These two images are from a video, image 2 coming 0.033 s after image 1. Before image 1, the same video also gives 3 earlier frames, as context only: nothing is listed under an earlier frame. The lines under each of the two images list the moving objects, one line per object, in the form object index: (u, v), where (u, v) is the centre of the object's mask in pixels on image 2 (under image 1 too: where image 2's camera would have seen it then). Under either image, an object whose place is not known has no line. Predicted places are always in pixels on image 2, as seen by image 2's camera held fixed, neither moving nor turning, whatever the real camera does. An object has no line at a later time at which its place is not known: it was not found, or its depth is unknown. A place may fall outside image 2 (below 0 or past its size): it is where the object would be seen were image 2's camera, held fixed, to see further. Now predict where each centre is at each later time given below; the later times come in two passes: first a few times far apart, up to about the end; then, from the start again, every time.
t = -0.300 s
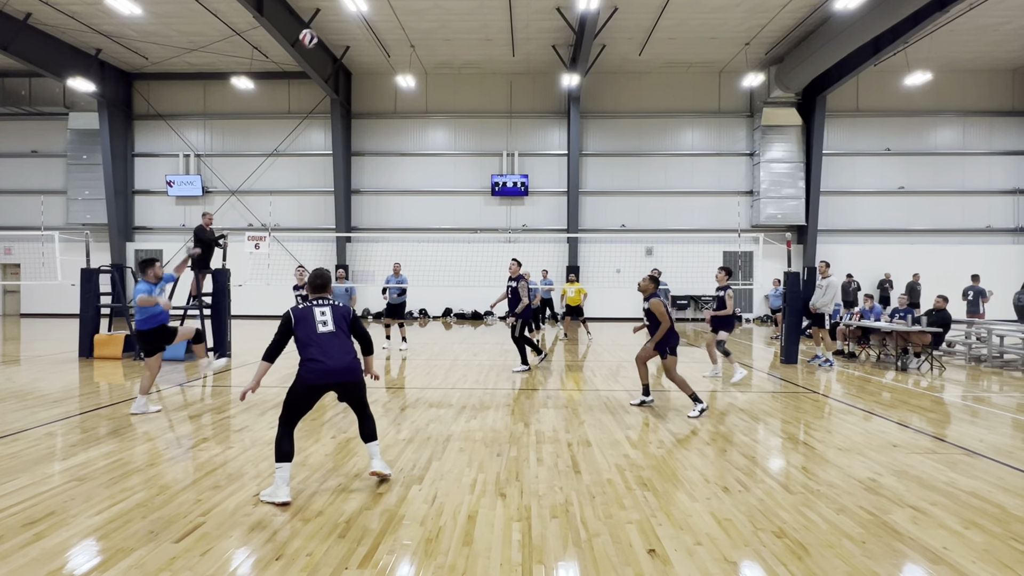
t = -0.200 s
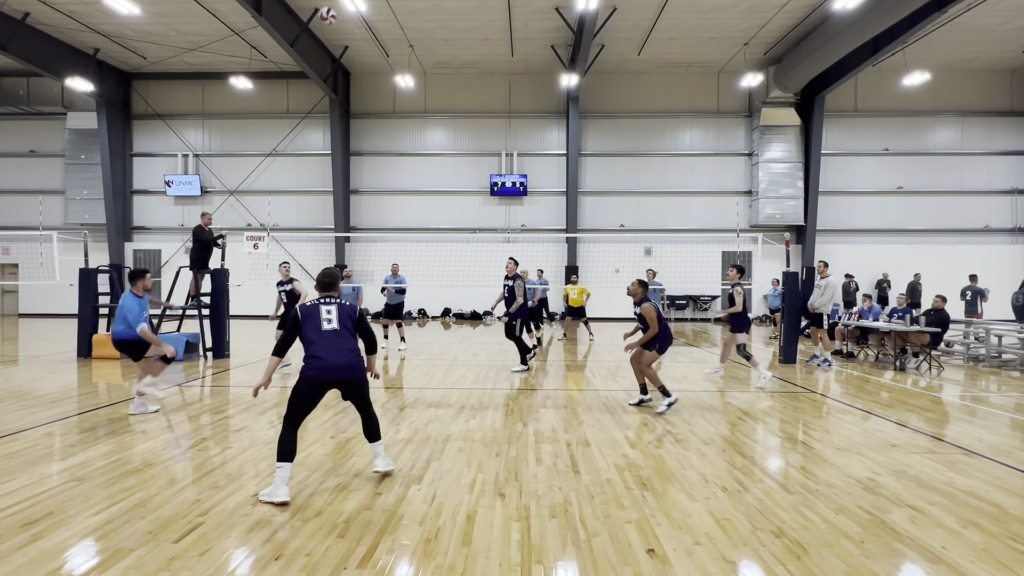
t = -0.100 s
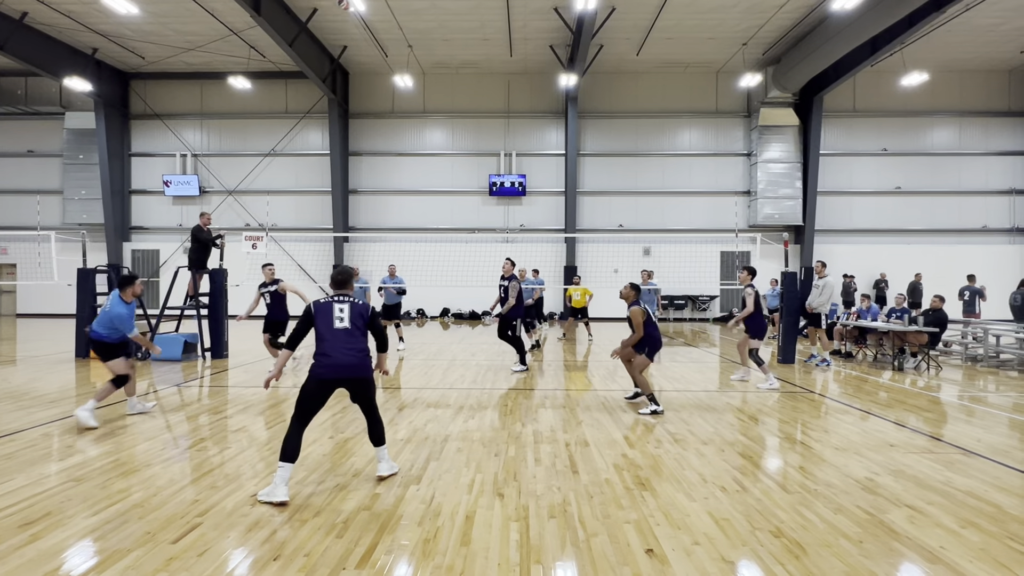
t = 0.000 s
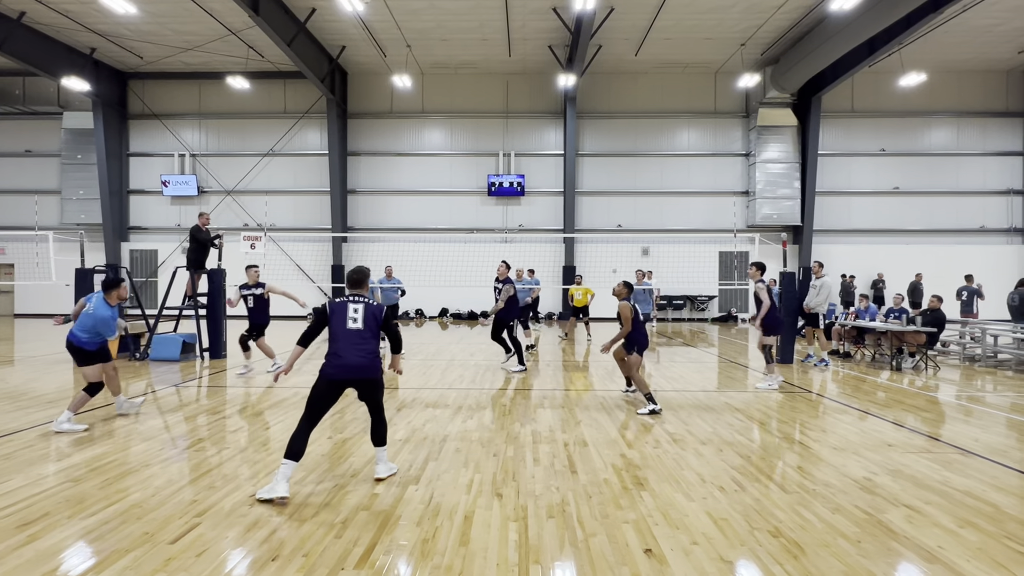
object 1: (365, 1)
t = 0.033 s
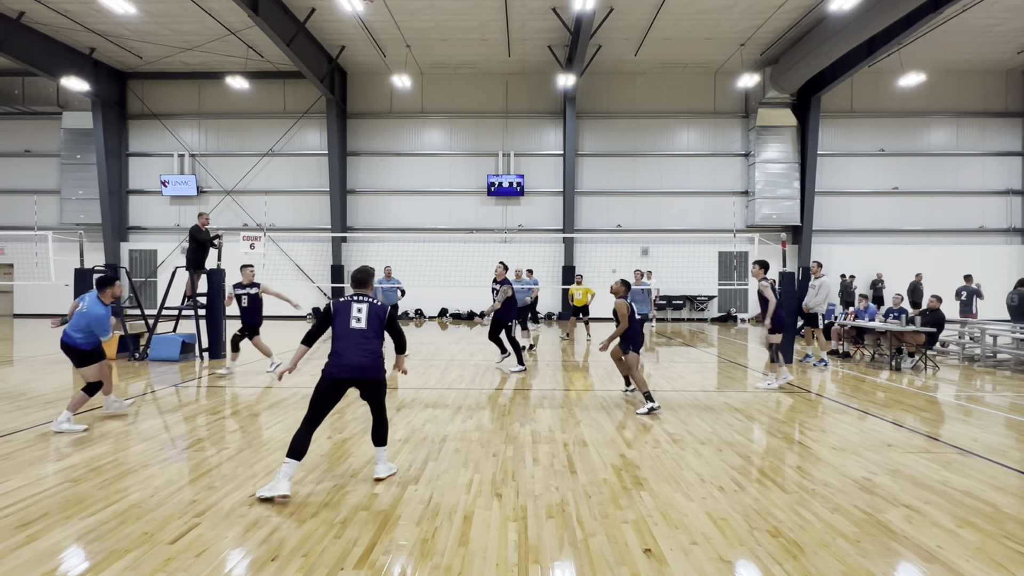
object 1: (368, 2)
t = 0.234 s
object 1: (399, 10)
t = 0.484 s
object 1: (435, 63)
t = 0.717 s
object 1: (464, 142)
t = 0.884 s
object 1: (483, 213)
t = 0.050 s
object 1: (370, 2)
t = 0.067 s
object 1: (373, 2)
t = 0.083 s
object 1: (376, 2)
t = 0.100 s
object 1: (379, 3)
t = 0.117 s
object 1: (381, 3)
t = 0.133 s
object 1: (384, 4)
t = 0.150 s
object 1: (387, 4)
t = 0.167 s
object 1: (389, 5)
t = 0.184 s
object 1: (392, 6)
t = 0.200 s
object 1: (394, 6)
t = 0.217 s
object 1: (397, 8)
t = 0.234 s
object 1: (399, 10)
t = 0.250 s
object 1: (402, 13)
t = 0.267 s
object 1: (405, 15)
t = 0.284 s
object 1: (407, 18)
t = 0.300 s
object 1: (409, 21)
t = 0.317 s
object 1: (412, 24)
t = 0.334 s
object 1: (414, 27)
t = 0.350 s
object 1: (417, 31)
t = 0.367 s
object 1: (419, 34)
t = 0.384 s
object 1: (421, 38)
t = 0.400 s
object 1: (424, 42)
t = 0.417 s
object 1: (426, 46)
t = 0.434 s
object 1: (428, 50)
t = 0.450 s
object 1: (430, 54)
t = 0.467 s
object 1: (433, 59)
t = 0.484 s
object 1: (435, 63)
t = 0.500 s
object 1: (437, 68)
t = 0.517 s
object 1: (440, 73)
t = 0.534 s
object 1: (442, 78)
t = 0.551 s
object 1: (444, 83)
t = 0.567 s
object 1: (446, 88)
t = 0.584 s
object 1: (448, 94)
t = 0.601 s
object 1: (450, 99)
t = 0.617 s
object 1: (452, 105)
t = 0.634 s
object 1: (454, 111)
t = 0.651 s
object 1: (456, 117)
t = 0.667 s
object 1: (459, 123)
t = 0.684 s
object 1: (461, 129)
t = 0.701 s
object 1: (463, 135)
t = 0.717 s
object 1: (464, 142)
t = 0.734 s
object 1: (466, 148)
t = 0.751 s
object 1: (468, 155)
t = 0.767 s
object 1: (470, 162)
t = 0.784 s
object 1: (472, 169)
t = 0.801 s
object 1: (474, 176)
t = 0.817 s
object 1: (476, 183)
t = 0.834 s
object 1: (478, 191)
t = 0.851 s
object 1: (479, 198)
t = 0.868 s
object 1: (481, 205)
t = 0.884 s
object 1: (483, 213)
